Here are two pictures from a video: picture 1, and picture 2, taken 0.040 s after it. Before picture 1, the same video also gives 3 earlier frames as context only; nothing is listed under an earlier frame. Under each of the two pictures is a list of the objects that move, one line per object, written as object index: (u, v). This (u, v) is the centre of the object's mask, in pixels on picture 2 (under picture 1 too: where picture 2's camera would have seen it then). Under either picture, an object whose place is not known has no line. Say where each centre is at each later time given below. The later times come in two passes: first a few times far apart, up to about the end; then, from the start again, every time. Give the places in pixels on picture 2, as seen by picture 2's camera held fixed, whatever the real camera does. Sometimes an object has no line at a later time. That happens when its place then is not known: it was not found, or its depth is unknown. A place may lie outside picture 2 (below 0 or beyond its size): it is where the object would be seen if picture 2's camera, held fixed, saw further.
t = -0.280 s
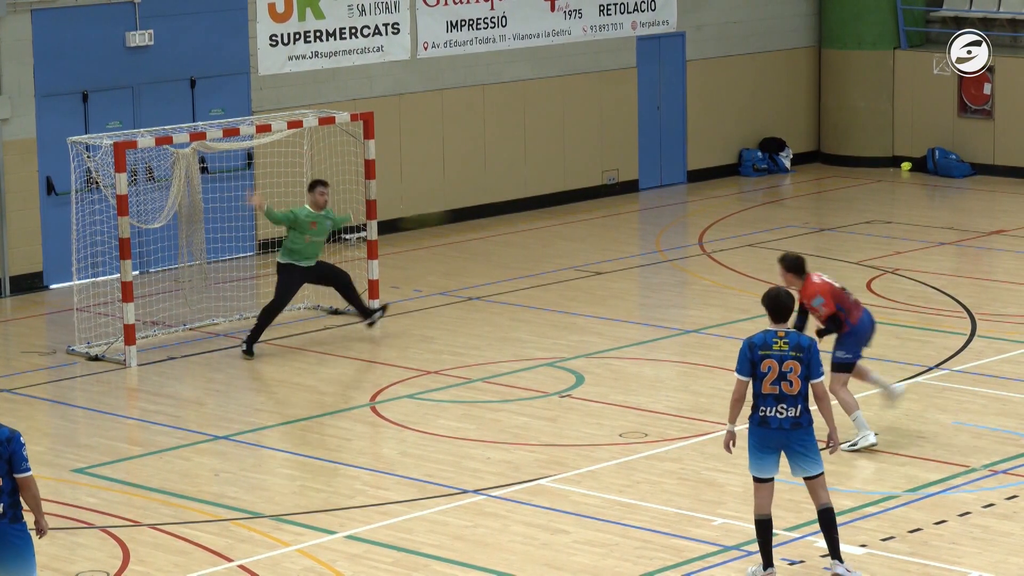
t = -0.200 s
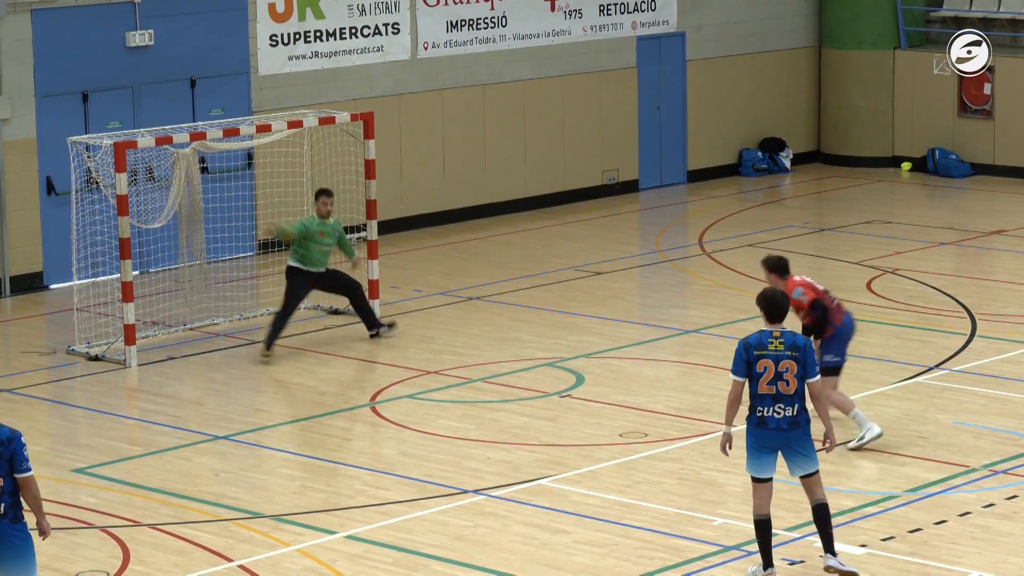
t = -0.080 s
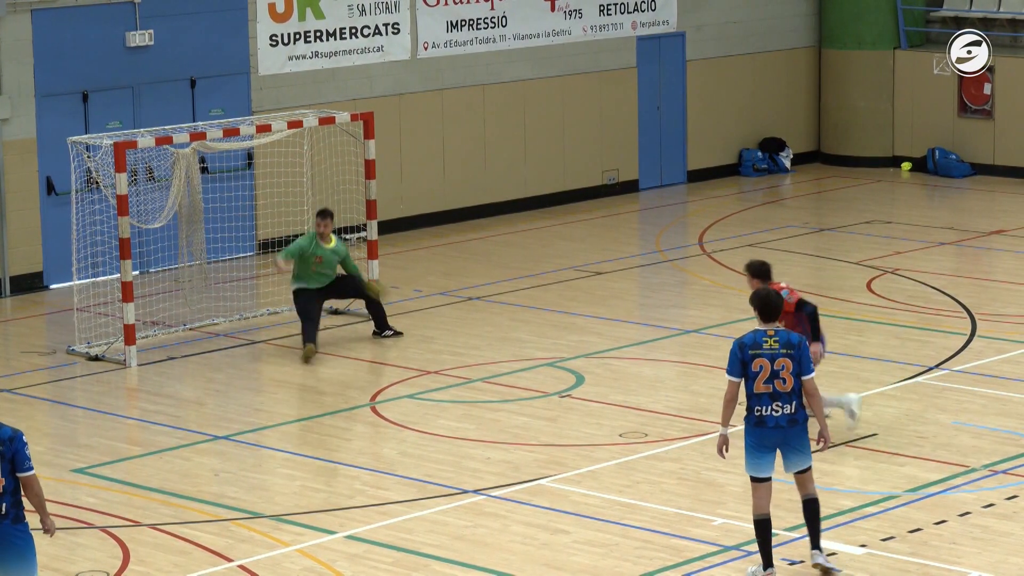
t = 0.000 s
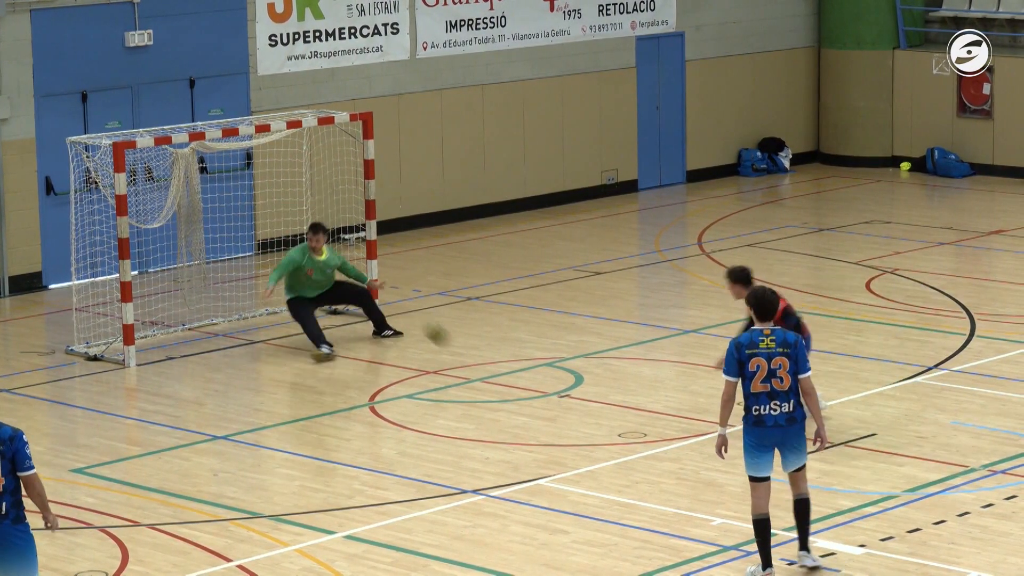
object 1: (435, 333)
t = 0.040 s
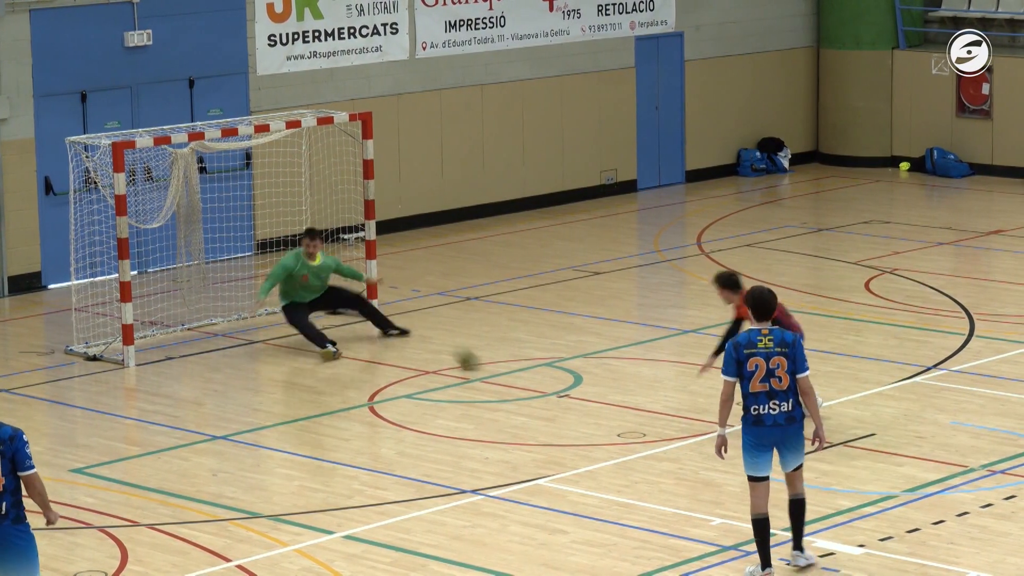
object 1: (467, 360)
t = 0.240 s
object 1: (549, 300)
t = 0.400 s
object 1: (615, 278)
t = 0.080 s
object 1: (485, 350)
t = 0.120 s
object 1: (501, 334)
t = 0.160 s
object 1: (516, 322)
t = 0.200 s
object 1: (533, 310)
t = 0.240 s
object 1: (549, 300)
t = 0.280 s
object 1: (565, 292)
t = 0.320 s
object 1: (582, 286)
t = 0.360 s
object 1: (598, 282)
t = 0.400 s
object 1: (615, 278)
